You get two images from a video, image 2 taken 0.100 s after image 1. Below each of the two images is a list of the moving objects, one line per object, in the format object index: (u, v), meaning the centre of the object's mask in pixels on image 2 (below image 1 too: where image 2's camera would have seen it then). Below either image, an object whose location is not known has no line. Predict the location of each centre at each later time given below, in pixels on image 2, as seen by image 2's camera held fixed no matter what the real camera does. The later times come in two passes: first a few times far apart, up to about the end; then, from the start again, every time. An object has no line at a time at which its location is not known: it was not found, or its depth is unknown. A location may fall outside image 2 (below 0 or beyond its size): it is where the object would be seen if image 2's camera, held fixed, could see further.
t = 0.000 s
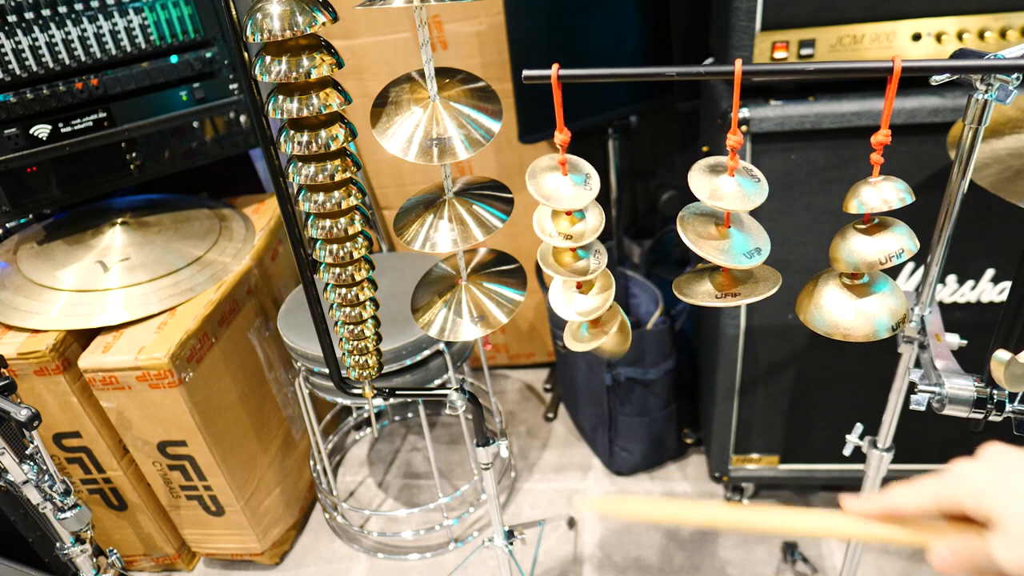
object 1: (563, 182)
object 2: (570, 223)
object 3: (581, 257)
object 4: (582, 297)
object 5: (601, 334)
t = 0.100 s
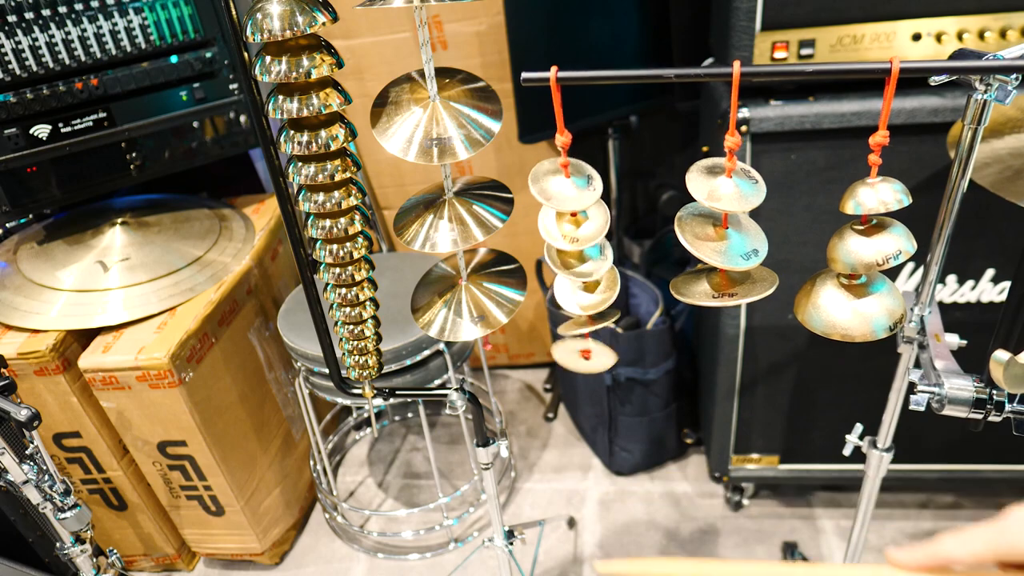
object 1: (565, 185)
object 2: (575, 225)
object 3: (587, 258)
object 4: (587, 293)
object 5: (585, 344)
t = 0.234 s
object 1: (562, 181)
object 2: (568, 222)
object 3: (574, 258)
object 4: (571, 297)
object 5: (567, 353)
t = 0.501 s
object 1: (555, 187)
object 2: (551, 227)
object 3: (557, 264)
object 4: (558, 303)
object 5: (553, 359)
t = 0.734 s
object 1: (560, 186)
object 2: (558, 227)
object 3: (573, 262)
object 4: (578, 300)
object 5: (594, 353)
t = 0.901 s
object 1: (566, 182)
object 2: (576, 223)
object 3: (580, 257)
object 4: (588, 293)
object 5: (594, 343)
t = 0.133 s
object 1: (567, 181)
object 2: (576, 222)
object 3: (587, 255)
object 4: (586, 292)
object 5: (579, 347)
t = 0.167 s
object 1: (567, 180)
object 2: (575, 221)
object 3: (586, 254)
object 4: (582, 293)
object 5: (573, 350)
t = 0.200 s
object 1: (565, 180)
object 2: (572, 220)
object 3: (582, 255)
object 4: (577, 293)
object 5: (570, 350)
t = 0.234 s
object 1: (562, 181)
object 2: (568, 222)
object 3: (574, 258)
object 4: (571, 297)
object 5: (567, 353)
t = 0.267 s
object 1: (558, 184)
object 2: (562, 225)
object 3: (565, 261)
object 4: (563, 301)
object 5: (565, 359)
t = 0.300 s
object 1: (554, 187)
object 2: (551, 228)
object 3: (557, 266)
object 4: (558, 306)
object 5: (565, 359)
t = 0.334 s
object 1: (550, 191)
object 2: (544, 231)
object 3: (552, 270)
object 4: (554, 309)
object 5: (563, 357)
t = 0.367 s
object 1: (547, 192)
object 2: (542, 232)
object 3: (548, 272)
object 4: (552, 310)
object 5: (561, 356)
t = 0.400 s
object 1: (547, 191)
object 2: (542, 231)
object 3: (549, 271)
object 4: (552, 310)
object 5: (558, 356)
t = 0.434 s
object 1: (549, 191)
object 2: (545, 231)
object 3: (549, 270)
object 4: (552, 309)
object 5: (556, 357)
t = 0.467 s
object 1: (552, 189)
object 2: (548, 230)
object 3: (562, 267)
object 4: (554, 306)
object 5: (554, 358)
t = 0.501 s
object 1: (555, 187)
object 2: (551, 227)
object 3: (557, 264)
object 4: (558, 303)
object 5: (553, 359)
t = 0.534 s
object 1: (557, 184)
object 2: (554, 224)
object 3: (561, 261)
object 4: (562, 299)
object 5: (554, 360)
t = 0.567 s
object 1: (559, 182)
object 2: (556, 223)
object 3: (565, 259)
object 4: (566, 297)
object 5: (553, 370)
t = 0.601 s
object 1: (559, 182)
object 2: (556, 223)
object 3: (567, 258)
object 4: (569, 296)
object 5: (559, 368)
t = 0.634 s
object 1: (560, 182)
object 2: (557, 224)
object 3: (569, 258)
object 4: (572, 297)
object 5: (572, 346)
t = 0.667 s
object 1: (560, 183)
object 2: (557, 224)
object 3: (571, 259)
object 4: (574, 298)
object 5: (576, 342)
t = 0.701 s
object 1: (560, 185)
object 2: (558, 226)
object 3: (570, 261)
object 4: (576, 299)
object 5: (584, 345)
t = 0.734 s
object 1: (560, 186)
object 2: (558, 227)
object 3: (573, 262)
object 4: (578, 300)
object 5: (594, 353)
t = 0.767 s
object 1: (561, 186)
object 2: (559, 227)
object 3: (575, 262)
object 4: (581, 299)
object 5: (594, 341)
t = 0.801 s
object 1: (562, 186)
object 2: (571, 226)
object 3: (577, 261)
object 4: (584, 298)
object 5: (596, 340)
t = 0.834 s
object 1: (563, 185)
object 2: (573, 225)
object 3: (580, 260)
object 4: (586, 297)
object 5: (597, 341)
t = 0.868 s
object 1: (565, 184)
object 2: (575, 224)
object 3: (580, 259)
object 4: (587, 295)
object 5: (596, 342)
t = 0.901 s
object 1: (566, 182)
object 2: (576, 223)
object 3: (580, 257)
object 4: (588, 293)
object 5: (594, 343)
